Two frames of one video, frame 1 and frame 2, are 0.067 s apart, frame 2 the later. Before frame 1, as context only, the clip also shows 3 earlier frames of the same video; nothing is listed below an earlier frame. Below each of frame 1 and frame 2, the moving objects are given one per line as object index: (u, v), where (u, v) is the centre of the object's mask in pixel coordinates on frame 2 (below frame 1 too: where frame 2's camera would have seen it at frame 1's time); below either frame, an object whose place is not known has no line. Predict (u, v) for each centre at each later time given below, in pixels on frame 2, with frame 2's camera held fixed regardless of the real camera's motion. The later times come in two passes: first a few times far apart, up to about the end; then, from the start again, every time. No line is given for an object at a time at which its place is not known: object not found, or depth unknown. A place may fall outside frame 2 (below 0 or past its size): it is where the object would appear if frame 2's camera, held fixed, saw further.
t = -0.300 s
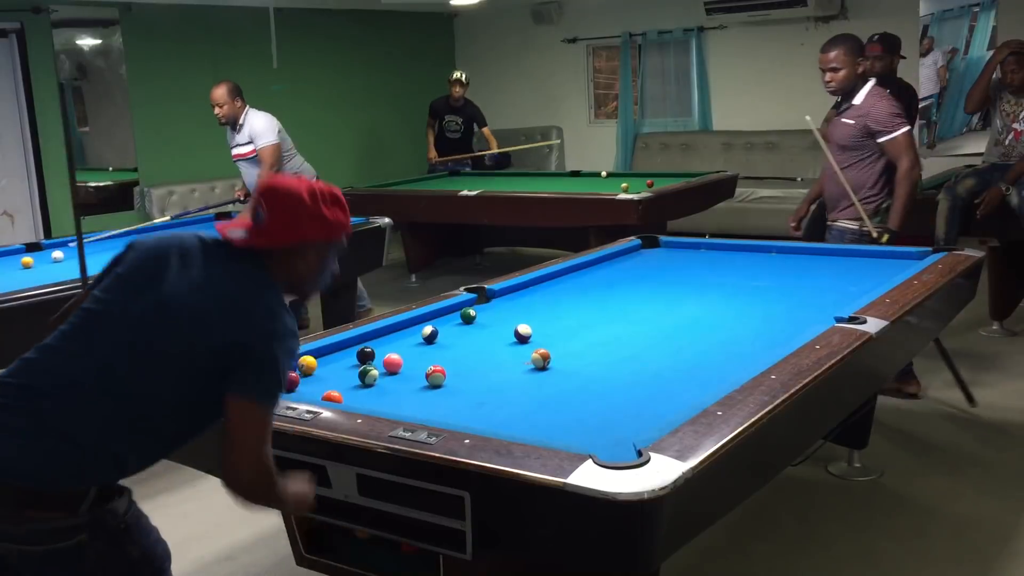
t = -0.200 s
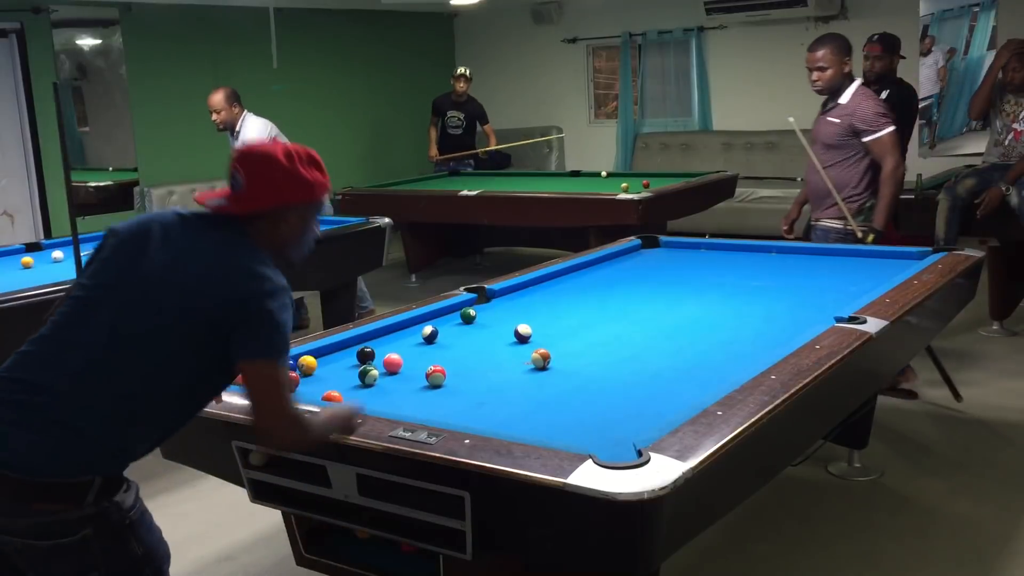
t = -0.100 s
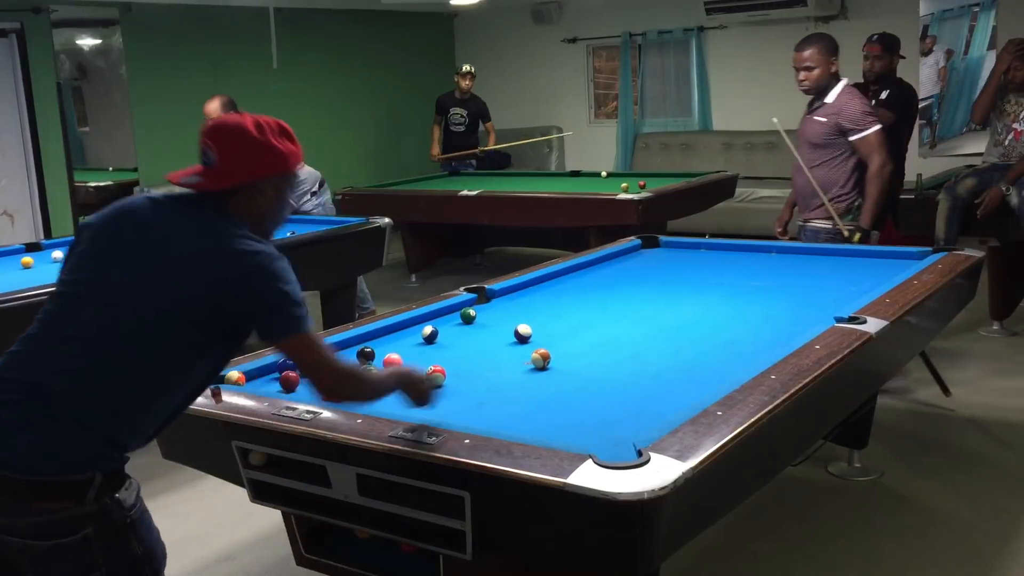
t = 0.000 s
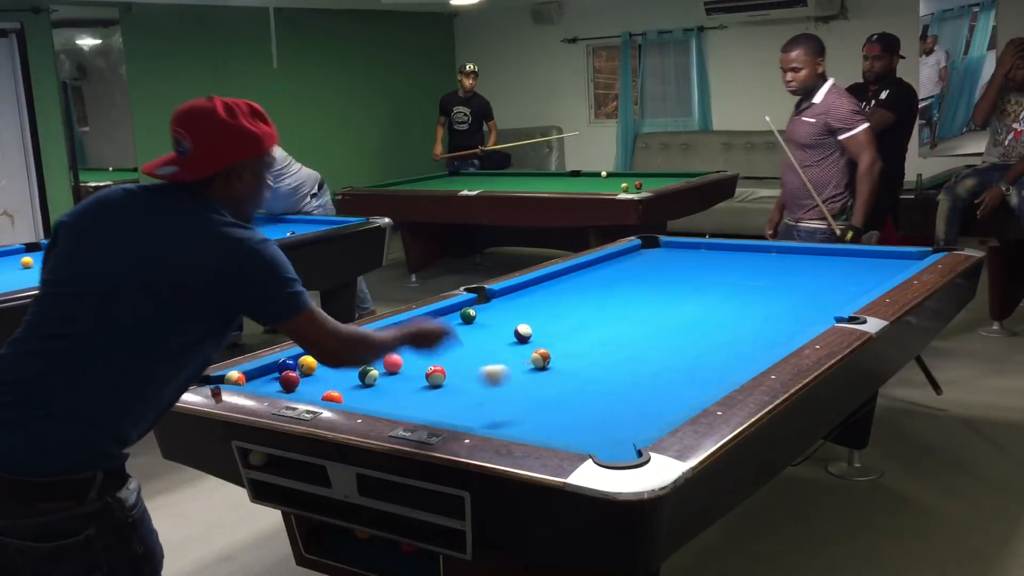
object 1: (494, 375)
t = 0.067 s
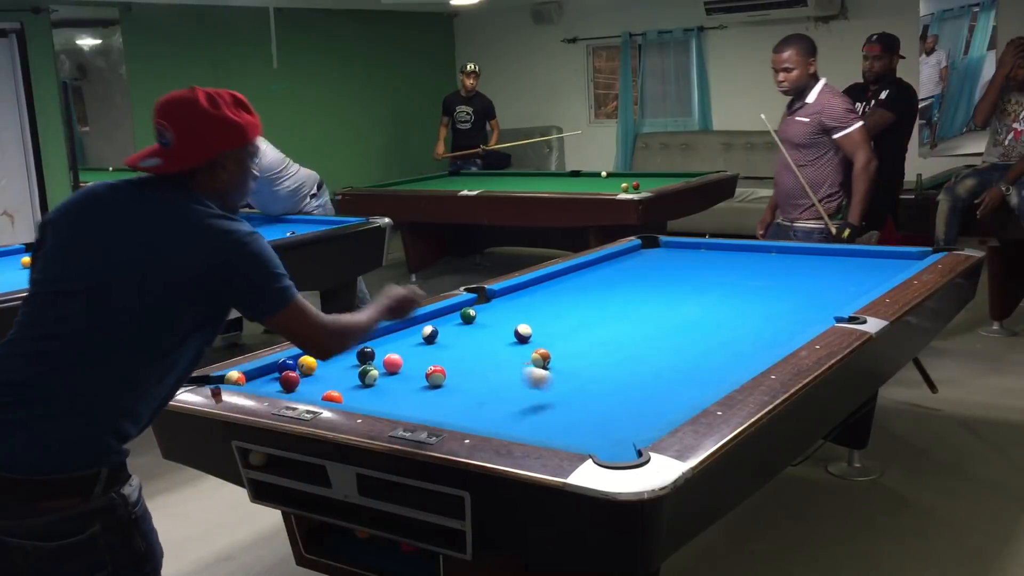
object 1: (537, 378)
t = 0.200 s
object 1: (604, 361)
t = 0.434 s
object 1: (688, 334)
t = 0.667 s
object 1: (756, 305)
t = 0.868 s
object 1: (804, 286)
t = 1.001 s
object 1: (832, 274)
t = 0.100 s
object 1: (558, 384)
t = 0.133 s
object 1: (574, 373)
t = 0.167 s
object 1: (589, 364)
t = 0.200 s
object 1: (604, 361)
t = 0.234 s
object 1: (618, 361)
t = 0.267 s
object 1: (631, 356)
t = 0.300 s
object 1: (642, 351)
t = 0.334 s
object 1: (655, 347)
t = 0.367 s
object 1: (666, 343)
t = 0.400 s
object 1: (678, 338)
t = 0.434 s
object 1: (688, 334)
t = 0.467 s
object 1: (699, 330)
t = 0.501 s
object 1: (709, 325)
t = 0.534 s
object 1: (719, 321)
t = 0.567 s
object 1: (729, 317)
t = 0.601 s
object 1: (738, 313)
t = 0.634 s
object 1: (747, 309)
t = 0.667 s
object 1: (756, 305)
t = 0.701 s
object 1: (764, 302)
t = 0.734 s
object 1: (773, 298)
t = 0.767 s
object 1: (781, 295)
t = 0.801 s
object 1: (789, 292)
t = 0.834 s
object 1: (797, 289)
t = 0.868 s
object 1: (804, 286)
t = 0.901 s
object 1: (811, 282)
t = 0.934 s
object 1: (819, 279)
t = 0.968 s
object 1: (825, 277)
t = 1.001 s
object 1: (832, 274)
